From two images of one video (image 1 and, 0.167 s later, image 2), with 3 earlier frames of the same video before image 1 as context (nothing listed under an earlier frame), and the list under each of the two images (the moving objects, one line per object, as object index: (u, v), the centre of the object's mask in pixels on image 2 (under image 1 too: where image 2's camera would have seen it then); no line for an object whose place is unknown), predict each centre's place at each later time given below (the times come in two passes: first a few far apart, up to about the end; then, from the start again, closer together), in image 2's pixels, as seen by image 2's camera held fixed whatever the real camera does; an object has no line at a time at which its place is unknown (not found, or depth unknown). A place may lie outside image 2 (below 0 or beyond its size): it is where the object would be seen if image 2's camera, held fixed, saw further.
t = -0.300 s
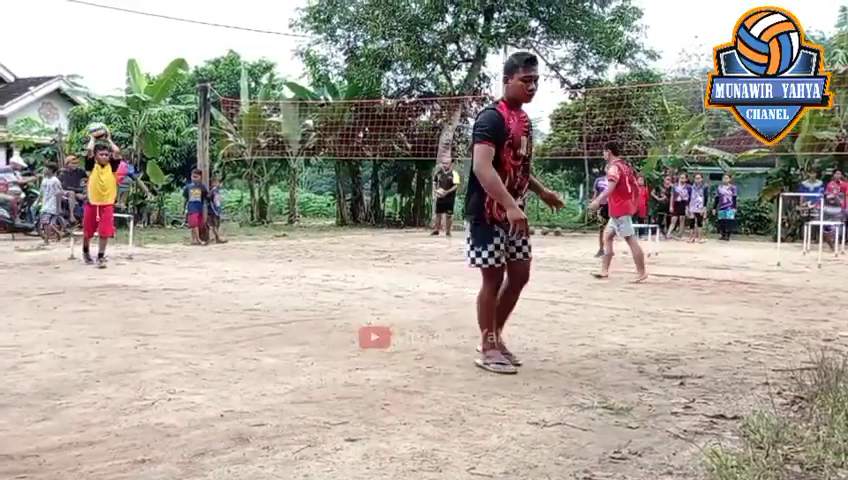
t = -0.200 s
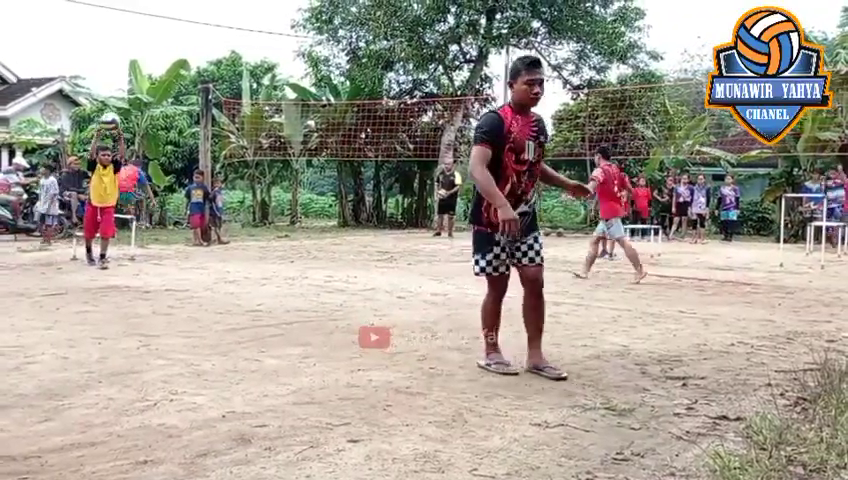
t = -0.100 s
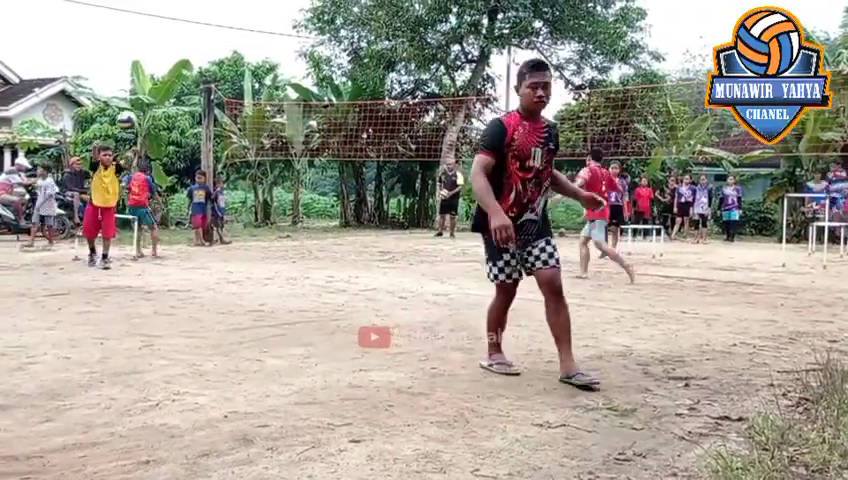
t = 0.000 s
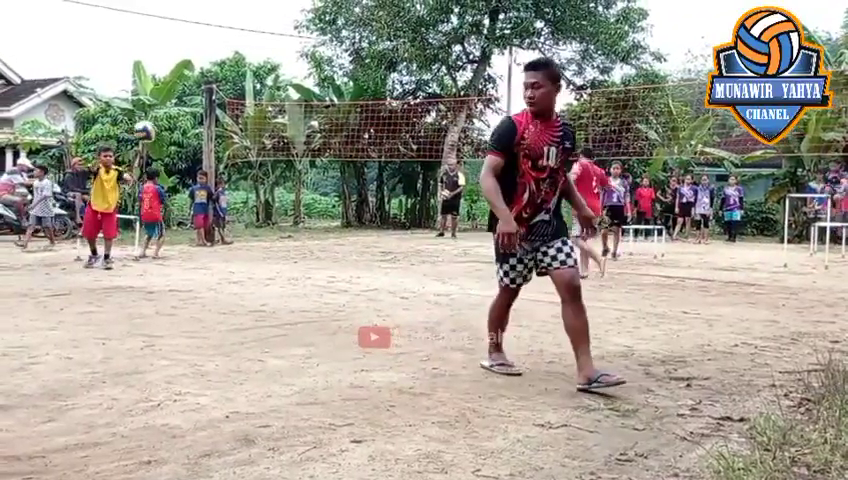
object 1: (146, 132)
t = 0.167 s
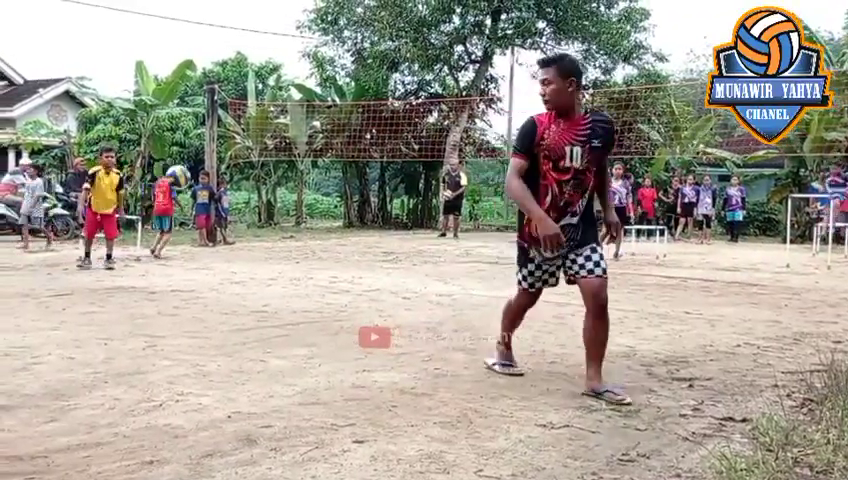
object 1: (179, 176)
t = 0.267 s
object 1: (199, 227)
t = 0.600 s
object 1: (262, 207)
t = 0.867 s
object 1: (314, 167)
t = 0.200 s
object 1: (184, 190)
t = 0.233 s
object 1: (190, 207)
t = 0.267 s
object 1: (199, 227)
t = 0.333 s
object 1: (214, 272)
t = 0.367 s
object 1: (222, 299)
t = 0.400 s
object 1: (227, 294)
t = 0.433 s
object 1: (234, 275)
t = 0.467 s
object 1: (240, 260)
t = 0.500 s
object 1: (245, 243)
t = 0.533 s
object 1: (251, 230)
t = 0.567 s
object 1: (256, 216)
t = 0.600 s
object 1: (262, 207)
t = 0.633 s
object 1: (267, 196)
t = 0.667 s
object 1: (273, 189)
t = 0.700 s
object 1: (280, 180)
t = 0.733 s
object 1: (287, 176)
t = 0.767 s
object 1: (293, 170)
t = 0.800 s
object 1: (300, 168)
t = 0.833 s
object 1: (306, 167)
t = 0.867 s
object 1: (314, 167)
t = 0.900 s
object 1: (321, 172)
